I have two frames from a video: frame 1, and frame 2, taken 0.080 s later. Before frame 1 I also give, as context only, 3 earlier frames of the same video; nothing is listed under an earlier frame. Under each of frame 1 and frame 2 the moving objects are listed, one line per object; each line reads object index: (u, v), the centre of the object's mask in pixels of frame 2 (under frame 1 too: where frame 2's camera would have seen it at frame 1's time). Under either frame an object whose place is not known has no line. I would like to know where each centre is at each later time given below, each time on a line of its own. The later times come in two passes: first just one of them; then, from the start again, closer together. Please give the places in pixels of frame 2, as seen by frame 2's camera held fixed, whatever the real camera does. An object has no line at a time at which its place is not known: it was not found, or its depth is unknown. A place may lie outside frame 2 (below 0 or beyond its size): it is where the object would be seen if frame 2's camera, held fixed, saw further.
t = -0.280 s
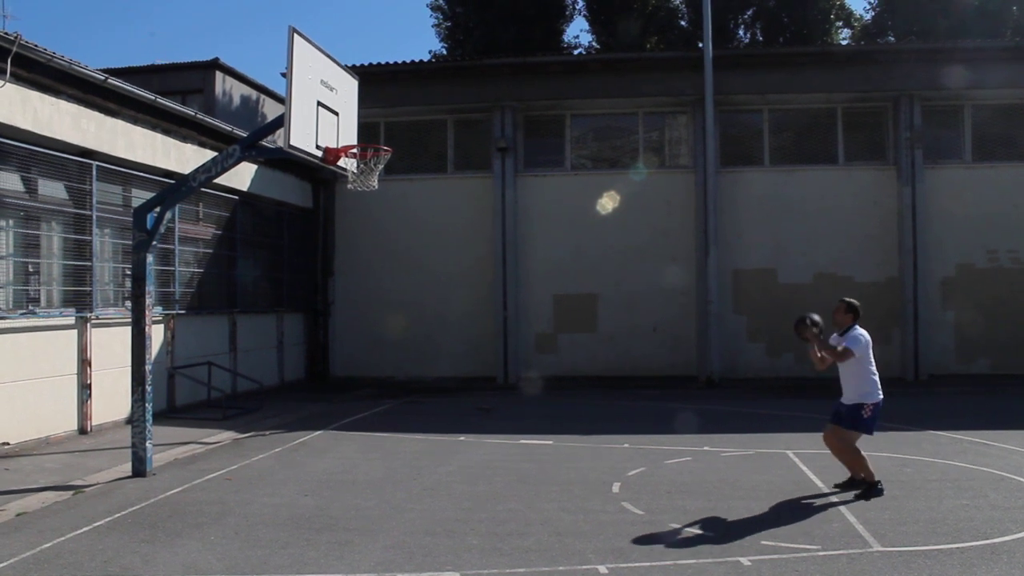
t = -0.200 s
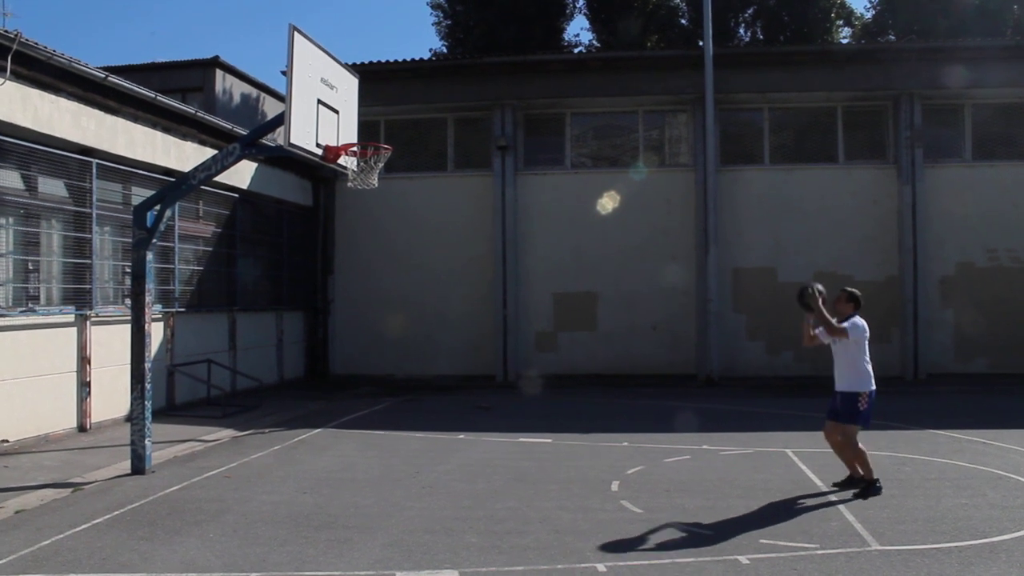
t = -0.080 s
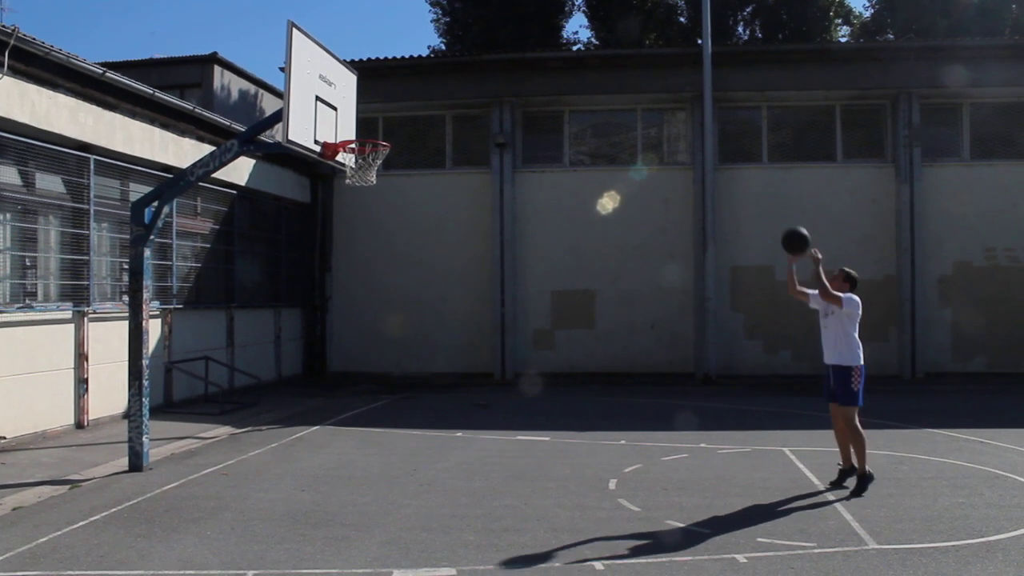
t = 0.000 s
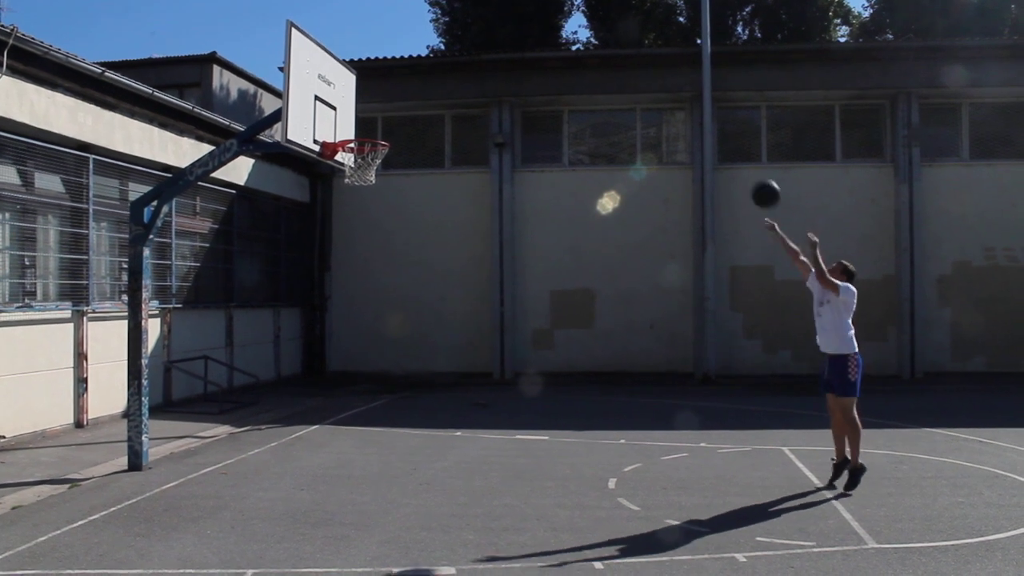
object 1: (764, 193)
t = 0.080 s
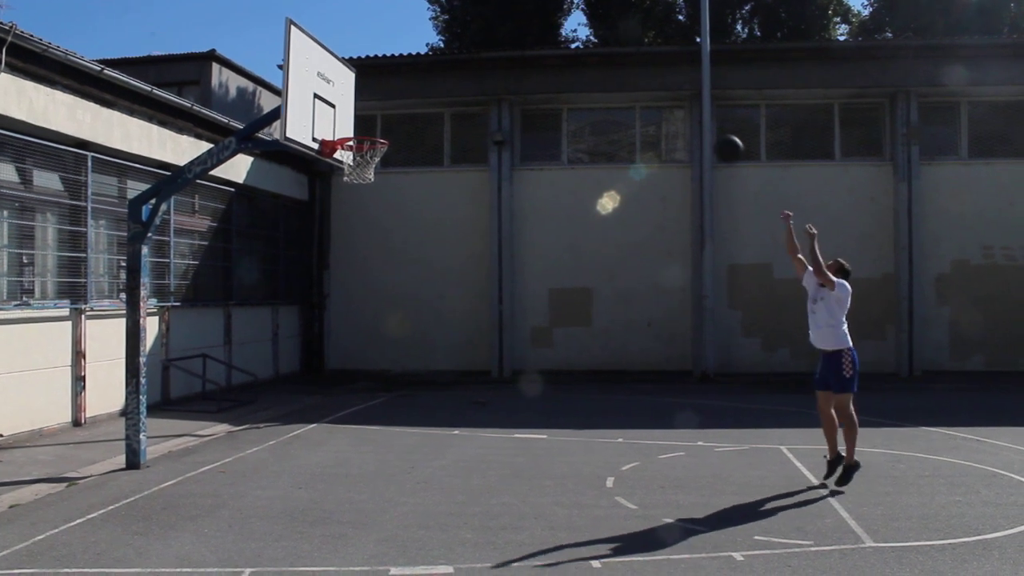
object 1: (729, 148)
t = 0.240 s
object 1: (657, 84)
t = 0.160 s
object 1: (692, 113)
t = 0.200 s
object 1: (675, 98)
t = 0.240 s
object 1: (657, 84)
